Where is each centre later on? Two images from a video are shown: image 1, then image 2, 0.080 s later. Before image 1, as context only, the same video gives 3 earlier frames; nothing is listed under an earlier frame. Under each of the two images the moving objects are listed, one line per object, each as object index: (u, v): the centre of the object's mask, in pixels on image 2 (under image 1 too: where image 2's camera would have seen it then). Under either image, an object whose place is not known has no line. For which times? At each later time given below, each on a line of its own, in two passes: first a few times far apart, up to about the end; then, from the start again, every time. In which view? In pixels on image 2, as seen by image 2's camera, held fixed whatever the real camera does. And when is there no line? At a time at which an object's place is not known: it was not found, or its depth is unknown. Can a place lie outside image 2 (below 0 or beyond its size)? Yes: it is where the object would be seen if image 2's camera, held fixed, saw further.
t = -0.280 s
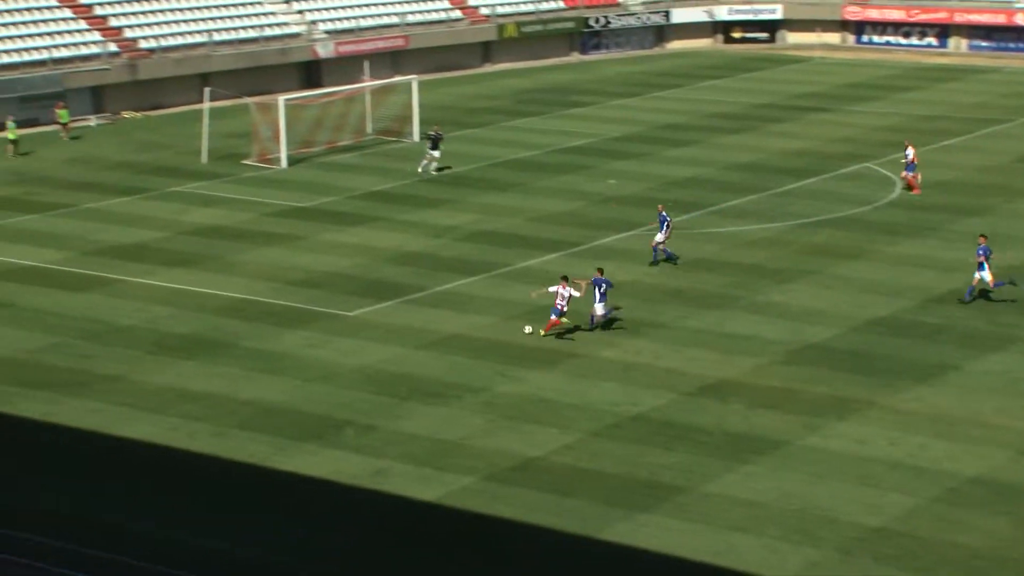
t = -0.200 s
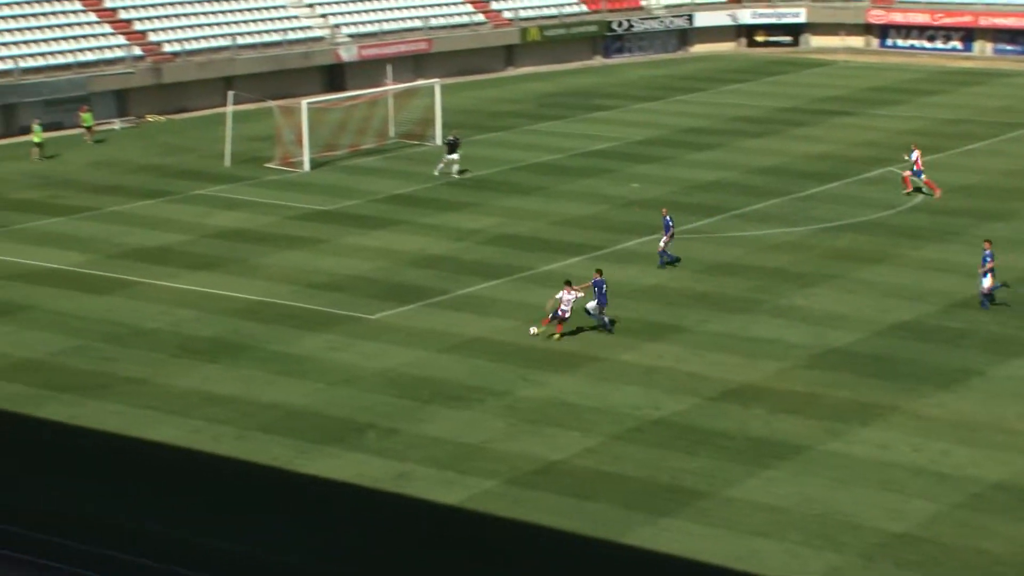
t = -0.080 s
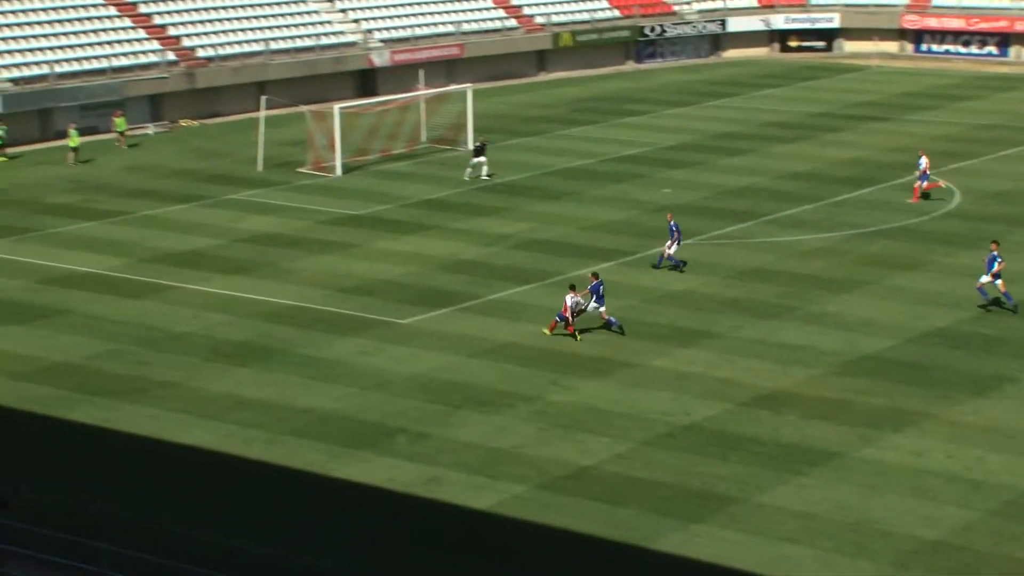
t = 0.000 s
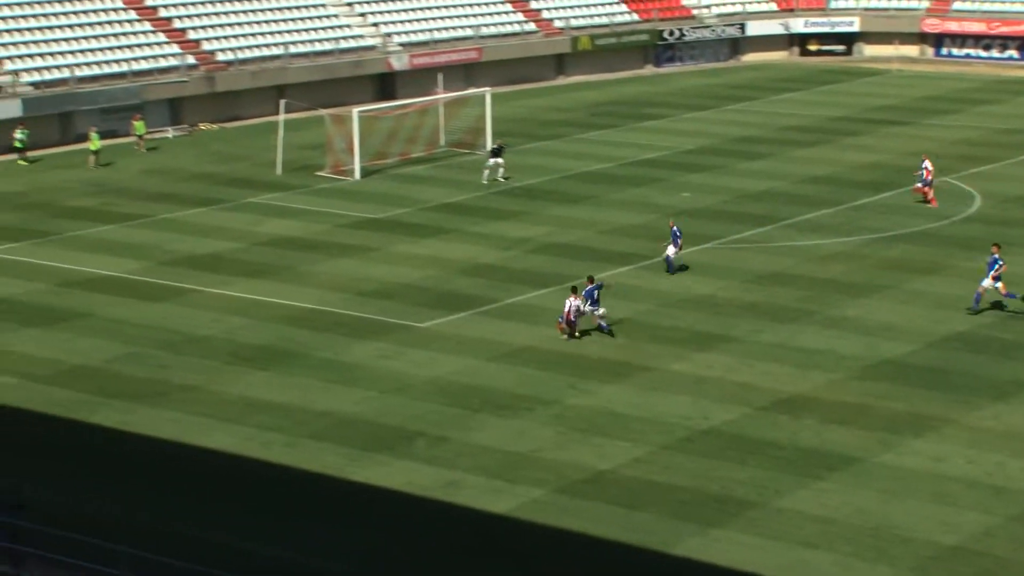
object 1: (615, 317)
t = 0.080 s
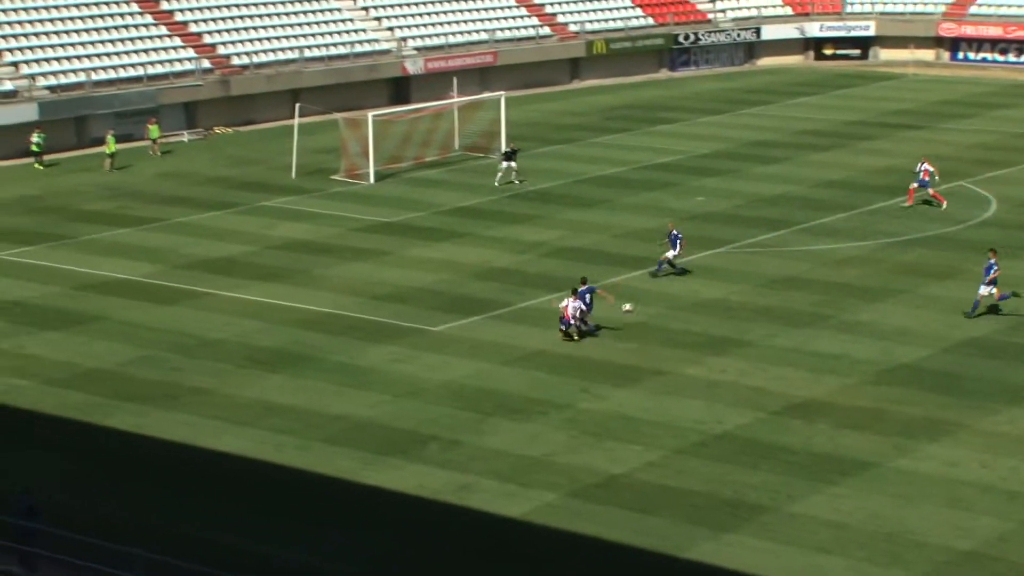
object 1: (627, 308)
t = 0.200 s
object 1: (646, 294)
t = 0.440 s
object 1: (681, 272)
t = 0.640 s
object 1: (705, 257)
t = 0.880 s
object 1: (728, 242)
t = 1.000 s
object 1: (738, 236)
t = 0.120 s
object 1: (634, 303)
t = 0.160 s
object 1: (640, 298)
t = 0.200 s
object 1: (646, 294)
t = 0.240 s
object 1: (653, 289)
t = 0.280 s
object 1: (659, 286)
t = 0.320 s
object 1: (665, 282)
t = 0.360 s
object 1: (670, 278)
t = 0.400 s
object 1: (676, 275)
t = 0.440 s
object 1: (681, 272)
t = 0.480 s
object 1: (686, 267)
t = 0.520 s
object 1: (691, 265)
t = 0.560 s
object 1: (695, 262)
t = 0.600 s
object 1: (701, 259)
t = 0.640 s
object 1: (705, 257)
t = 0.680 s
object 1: (709, 254)
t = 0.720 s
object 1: (713, 251)
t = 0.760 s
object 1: (717, 249)
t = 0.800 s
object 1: (721, 246)
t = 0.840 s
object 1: (725, 244)
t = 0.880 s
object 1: (728, 242)
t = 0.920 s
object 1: (731, 240)
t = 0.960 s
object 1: (734, 238)
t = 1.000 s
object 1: (738, 236)
